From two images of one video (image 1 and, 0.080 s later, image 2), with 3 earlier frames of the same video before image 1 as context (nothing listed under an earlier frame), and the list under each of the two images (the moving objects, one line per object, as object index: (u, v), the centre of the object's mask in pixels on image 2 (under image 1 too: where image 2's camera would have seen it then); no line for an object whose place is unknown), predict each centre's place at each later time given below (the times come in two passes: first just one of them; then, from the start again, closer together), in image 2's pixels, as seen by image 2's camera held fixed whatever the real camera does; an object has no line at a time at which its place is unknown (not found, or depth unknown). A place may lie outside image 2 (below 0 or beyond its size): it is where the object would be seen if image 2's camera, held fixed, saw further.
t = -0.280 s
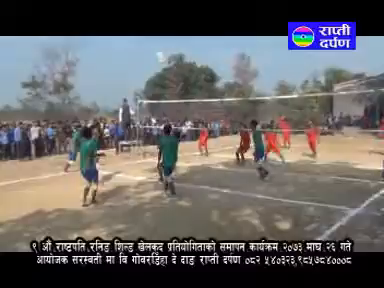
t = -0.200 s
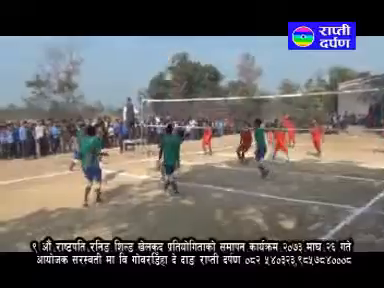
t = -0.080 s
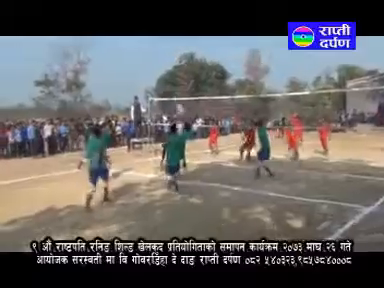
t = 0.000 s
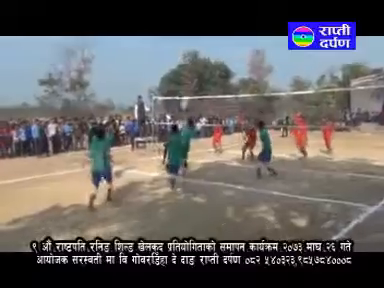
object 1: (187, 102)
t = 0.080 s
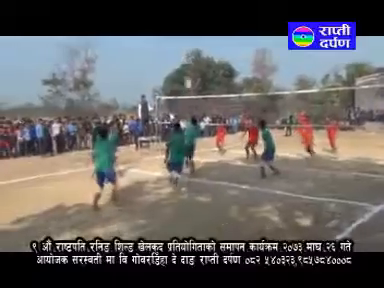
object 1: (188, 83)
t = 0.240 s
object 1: (189, 54)
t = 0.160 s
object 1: (190, 67)
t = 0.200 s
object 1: (190, 60)
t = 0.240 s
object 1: (189, 54)
